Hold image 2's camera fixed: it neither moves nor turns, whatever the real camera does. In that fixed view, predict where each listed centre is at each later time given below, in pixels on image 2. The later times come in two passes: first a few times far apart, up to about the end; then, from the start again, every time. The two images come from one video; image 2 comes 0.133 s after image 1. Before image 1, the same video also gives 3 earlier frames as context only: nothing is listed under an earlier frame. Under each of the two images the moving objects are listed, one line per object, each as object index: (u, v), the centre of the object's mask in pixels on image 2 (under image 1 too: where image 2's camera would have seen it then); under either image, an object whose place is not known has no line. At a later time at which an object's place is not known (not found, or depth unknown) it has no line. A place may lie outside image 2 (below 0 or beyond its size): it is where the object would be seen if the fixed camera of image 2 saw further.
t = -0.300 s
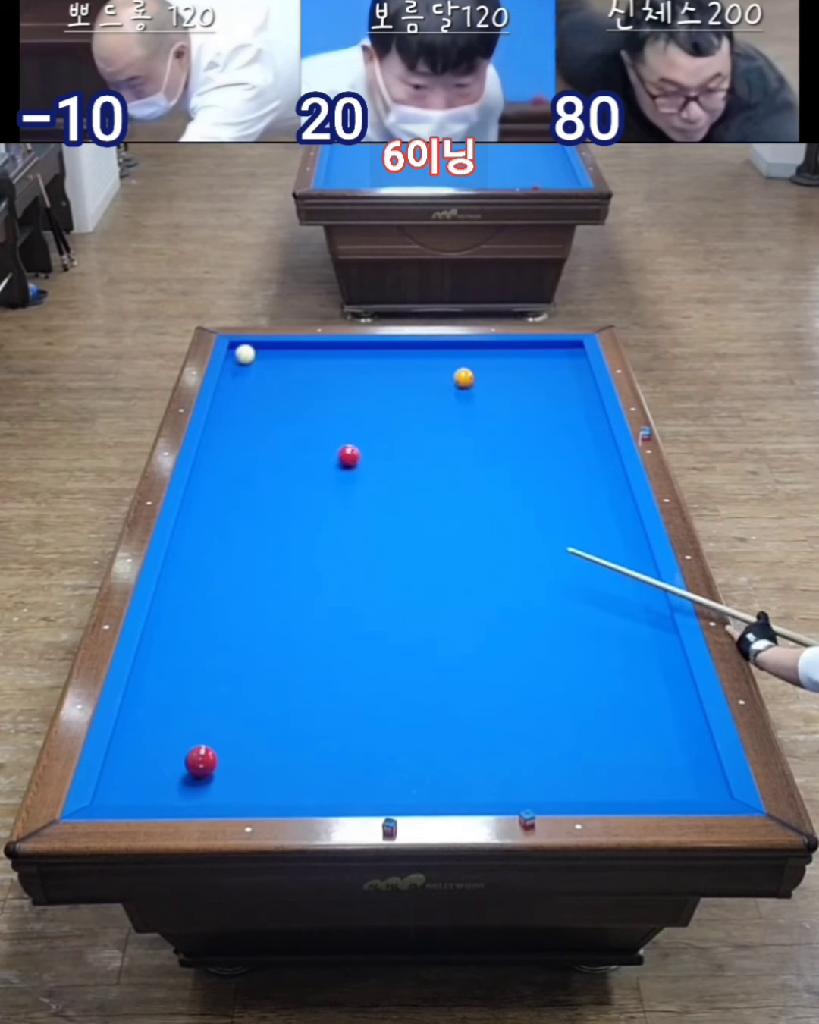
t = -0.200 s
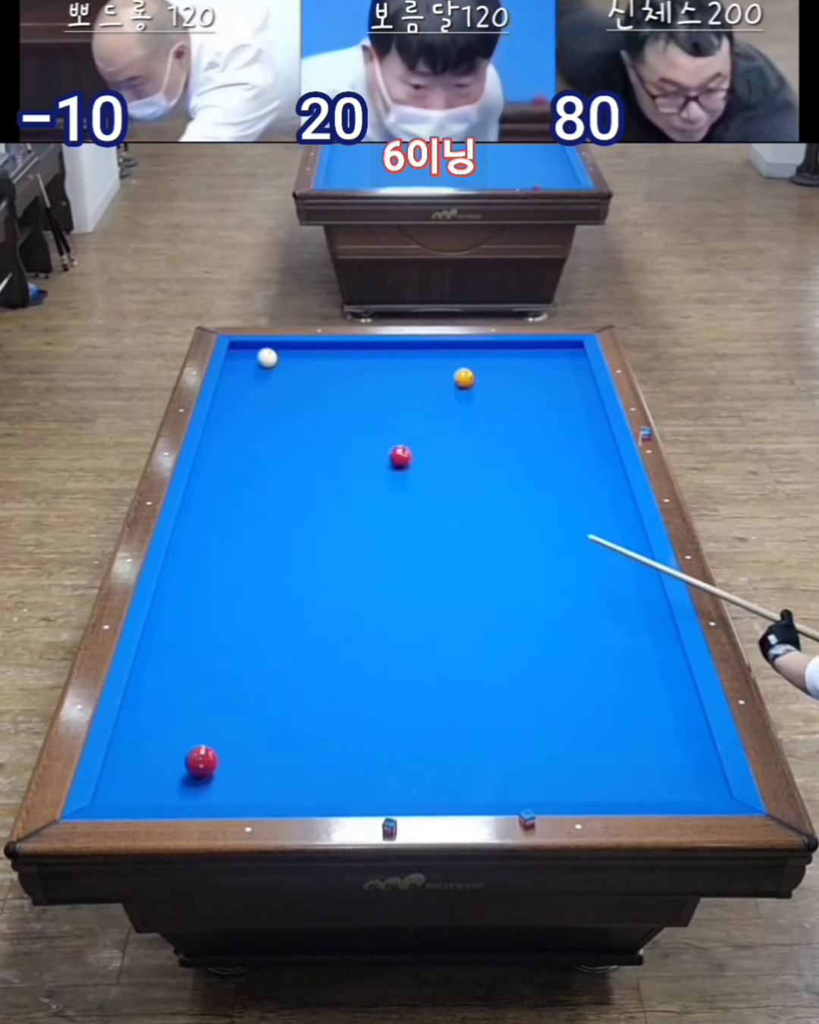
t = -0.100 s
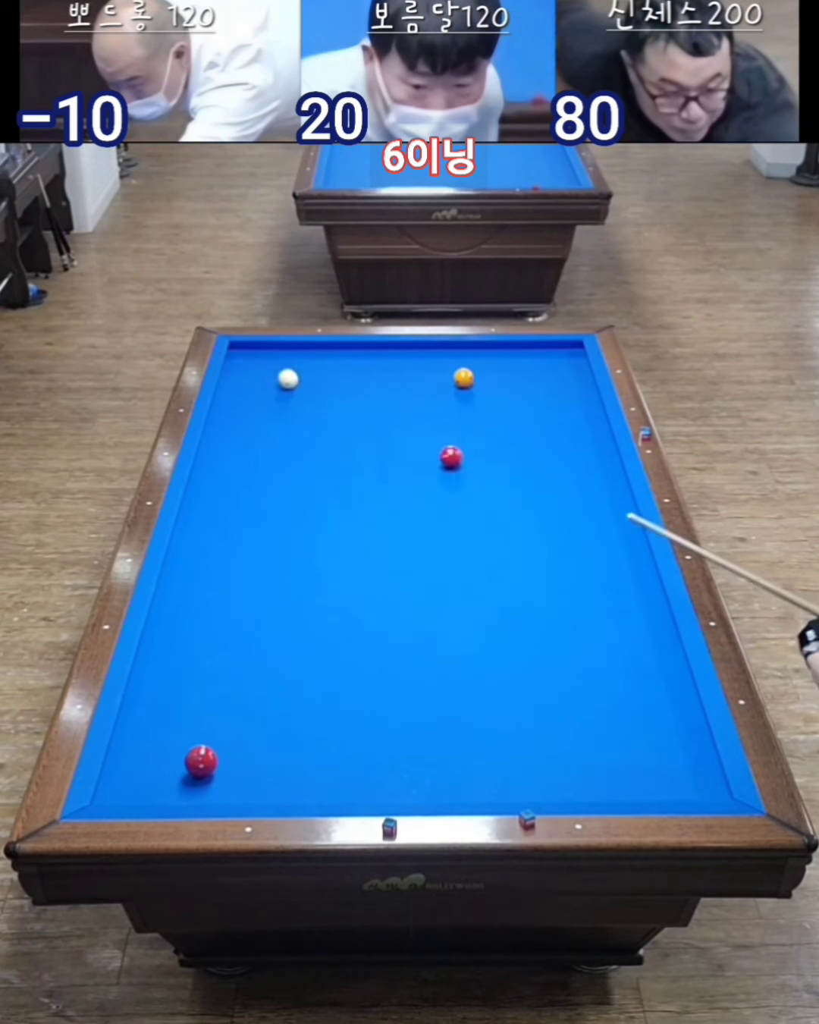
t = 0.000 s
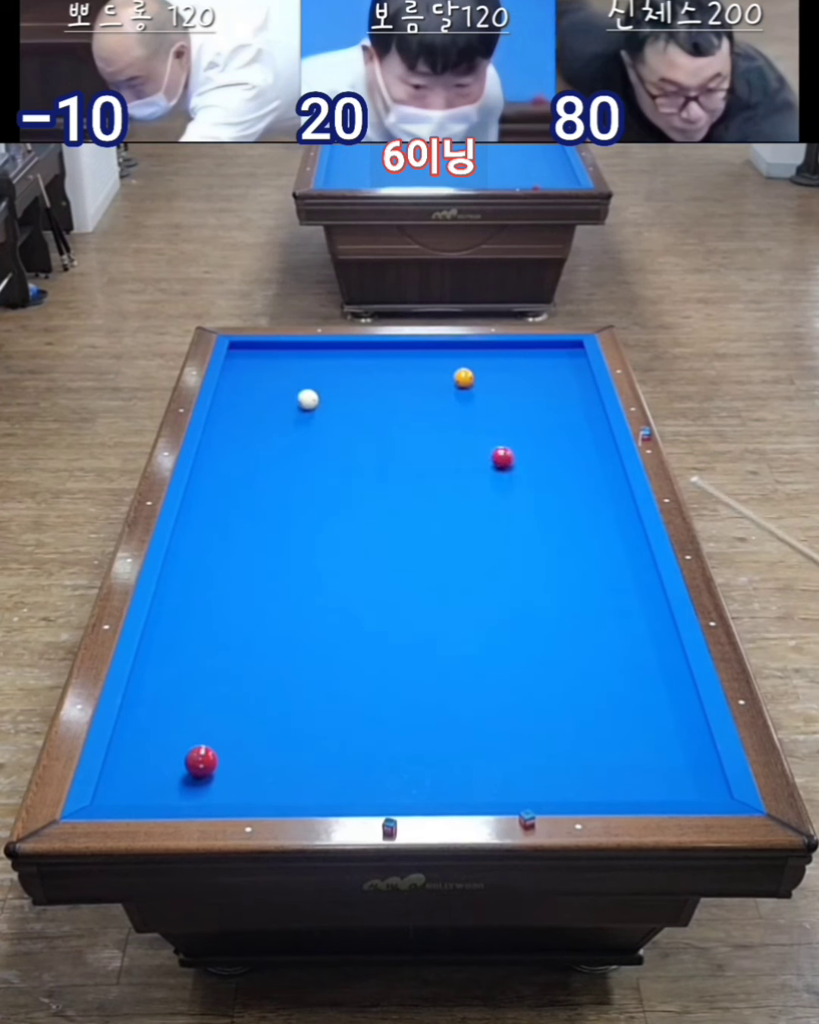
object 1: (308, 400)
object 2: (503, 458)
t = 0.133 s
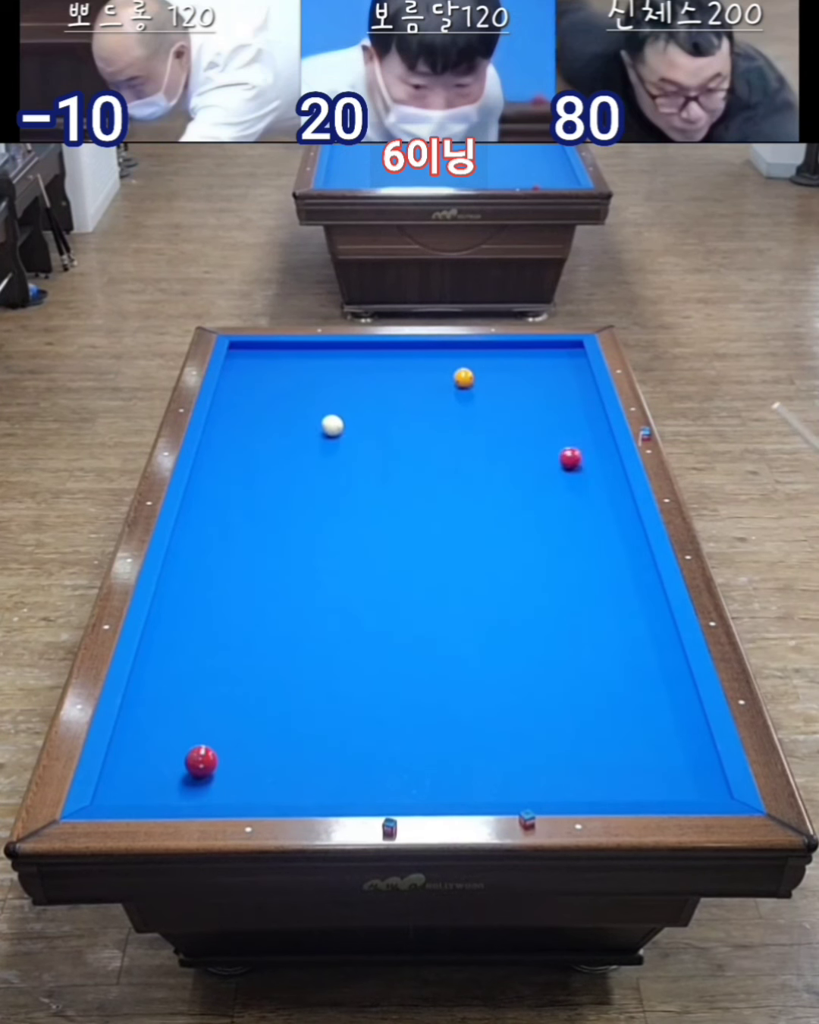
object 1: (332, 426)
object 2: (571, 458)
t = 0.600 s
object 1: (413, 518)
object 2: (498, 459)
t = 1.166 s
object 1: (543, 668)
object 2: (354, 460)
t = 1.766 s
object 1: (660, 738)
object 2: (208, 459)
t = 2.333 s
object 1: (663, 653)
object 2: (280, 458)
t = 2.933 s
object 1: (620, 588)
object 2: (352, 457)
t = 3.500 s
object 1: (587, 537)
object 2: (414, 456)
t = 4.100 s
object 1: (557, 492)
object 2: (475, 455)
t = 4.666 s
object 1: (542, 461)
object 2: (520, 450)
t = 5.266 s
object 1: (572, 453)
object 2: (526, 429)
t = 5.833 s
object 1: (595, 447)
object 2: (531, 411)
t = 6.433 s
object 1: (600, 442)
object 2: (535, 396)
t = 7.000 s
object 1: (590, 441)
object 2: (537, 383)
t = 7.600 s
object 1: (585, 440)
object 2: (541, 372)
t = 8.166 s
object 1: (585, 440)
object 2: (543, 363)
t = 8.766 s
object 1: (585, 440)
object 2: (545, 356)
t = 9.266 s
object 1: (585, 440)
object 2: (545, 352)
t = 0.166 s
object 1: (338, 432)
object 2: (588, 459)
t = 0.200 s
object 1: (343, 438)
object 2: (605, 459)
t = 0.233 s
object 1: (348, 444)
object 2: (606, 459)
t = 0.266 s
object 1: (354, 451)
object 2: (593, 459)
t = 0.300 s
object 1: (359, 457)
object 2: (581, 459)
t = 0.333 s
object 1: (365, 463)
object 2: (570, 459)
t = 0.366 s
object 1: (370, 470)
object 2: (559, 459)
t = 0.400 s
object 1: (376, 476)
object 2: (550, 459)
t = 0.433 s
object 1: (382, 483)
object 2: (541, 459)
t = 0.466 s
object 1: (387, 490)
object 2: (532, 459)
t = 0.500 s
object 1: (394, 497)
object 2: (524, 459)
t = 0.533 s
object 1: (400, 504)
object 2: (515, 460)
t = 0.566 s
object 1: (406, 511)
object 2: (507, 459)
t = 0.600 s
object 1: (413, 518)
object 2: (498, 459)
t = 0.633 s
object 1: (419, 526)
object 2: (489, 460)
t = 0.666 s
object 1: (426, 533)
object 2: (480, 460)
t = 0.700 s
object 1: (433, 541)
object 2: (472, 460)
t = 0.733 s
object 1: (439, 549)
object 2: (463, 460)
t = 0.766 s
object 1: (446, 557)
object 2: (455, 459)
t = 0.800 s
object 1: (454, 565)
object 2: (446, 460)
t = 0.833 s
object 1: (461, 574)
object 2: (438, 460)
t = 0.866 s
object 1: (468, 582)
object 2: (429, 460)
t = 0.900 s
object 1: (476, 591)
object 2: (421, 460)
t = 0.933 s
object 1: (484, 600)
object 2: (413, 460)
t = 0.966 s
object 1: (491, 609)
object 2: (404, 460)
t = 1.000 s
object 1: (500, 618)
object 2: (396, 460)
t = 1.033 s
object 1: (508, 628)
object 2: (387, 460)
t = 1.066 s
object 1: (516, 637)
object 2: (379, 460)
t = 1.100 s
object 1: (525, 647)
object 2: (371, 460)
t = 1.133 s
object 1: (534, 658)
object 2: (363, 460)
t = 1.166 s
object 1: (543, 668)
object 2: (354, 460)
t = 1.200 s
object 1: (552, 678)
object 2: (346, 460)
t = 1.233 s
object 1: (561, 689)
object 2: (338, 460)
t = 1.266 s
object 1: (571, 700)
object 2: (329, 460)
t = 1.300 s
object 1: (581, 711)
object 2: (321, 459)
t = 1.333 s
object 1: (590, 723)
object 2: (313, 459)
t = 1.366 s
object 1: (601, 734)
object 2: (305, 460)
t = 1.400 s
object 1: (611, 746)
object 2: (297, 460)
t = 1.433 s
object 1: (622, 759)
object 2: (289, 459)
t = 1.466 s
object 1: (633, 771)
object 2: (280, 459)
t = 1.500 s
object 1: (644, 784)
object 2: (272, 459)
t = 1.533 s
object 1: (653, 788)
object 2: (264, 459)
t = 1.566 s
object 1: (653, 782)
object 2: (256, 459)
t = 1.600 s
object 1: (654, 772)
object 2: (248, 459)
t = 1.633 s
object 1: (655, 764)
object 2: (240, 459)
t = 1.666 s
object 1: (656, 757)
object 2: (232, 459)
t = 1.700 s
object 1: (657, 750)
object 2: (224, 459)
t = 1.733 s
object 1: (659, 743)
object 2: (216, 459)
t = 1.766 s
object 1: (660, 738)
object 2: (208, 459)
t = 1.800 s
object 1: (662, 732)
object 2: (210, 459)
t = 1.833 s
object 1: (664, 726)
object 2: (216, 459)
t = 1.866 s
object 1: (665, 721)
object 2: (221, 458)
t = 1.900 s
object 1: (666, 715)
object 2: (225, 459)
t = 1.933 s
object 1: (668, 710)
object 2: (230, 459)
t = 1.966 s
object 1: (670, 704)
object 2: (234, 459)
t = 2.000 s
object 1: (671, 699)
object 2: (238, 459)
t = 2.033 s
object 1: (672, 694)
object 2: (242, 459)
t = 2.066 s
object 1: (674, 689)
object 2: (247, 459)
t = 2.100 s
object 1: (675, 684)
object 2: (251, 459)
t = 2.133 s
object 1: (676, 678)
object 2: (255, 458)
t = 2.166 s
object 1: (677, 674)
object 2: (259, 458)
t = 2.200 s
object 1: (674, 670)
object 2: (264, 458)
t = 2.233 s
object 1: (671, 666)
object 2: (268, 458)
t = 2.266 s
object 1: (669, 661)
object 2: (272, 458)
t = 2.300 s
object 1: (666, 657)
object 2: (276, 458)
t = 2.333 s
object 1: (663, 653)
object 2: (280, 458)
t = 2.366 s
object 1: (661, 649)
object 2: (284, 458)
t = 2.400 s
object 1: (658, 646)
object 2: (288, 458)
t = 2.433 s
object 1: (655, 641)
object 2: (293, 458)
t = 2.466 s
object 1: (653, 637)
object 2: (297, 458)
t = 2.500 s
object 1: (651, 634)
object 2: (301, 458)
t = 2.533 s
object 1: (648, 630)
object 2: (305, 458)
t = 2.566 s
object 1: (645, 626)
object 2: (309, 458)
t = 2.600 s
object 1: (643, 623)
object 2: (313, 458)
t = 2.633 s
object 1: (641, 619)
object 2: (317, 458)
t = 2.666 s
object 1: (638, 615)
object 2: (321, 457)
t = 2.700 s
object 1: (636, 611)
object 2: (325, 457)
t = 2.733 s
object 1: (634, 608)
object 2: (329, 457)
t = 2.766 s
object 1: (631, 605)
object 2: (333, 457)
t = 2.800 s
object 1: (629, 601)
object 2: (336, 457)
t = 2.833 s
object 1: (627, 598)
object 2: (340, 457)
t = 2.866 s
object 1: (625, 594)
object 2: (344, 457)
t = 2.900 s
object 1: (623, 591)
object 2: (348, 457)
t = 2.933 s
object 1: (620, 588)
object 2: (352, 457)
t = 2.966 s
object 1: (619, 585)
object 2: (356, 457)
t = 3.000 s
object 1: (616, 581)
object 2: (359, 457)
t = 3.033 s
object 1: (614, 578)
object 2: (363, 457)
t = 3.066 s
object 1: (612, 575)
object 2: (367, 457)
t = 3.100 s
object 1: (610, 572)
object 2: (371, 457)
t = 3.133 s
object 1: (608, 569)
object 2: (374, 457)
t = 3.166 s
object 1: (606, 566)
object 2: (378, 457)
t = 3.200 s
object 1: (604, 563)
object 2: (382, 457)
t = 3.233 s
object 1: (602, 560)
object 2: (386, 457)
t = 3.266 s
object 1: (600, 557)
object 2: (389, 457)
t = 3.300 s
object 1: (598, 554)
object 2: (393, 457)
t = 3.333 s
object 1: (597, 551)
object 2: (396, 456)
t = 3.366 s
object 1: (594, 548)
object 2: (400, 456)
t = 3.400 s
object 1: (593, 545)
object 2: (404, 456)
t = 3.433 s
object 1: (591, 542)
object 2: (407, 456)
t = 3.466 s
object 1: (589, 540)
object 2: (411, 456)
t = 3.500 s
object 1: (587, 537)
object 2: (414, 456)
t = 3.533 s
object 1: (585, 534)
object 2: (418, 456)
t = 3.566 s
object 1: (584, 532)
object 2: (421, 456)
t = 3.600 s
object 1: (582, 529)
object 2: (425, 456)
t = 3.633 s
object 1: (580, 526)
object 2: (428, 456)
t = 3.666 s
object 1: (578, 524)
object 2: (432, 456)
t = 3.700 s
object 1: (576, 521)
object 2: (435, 456)
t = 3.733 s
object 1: (575, 519)
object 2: (439, 456)
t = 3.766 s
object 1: (573, 516)
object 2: (442, 456)
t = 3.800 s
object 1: (571, 514)
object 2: (446, 456)
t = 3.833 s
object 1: (570, 511)
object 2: (449, 456)
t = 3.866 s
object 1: (568, 509)
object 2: (453, 456)
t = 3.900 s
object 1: (567, 506)
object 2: (456, 456)
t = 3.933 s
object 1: (565, 504)
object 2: (459, 456)
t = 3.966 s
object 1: (564, 501)
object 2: (462, 455)
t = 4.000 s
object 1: (562, 499)
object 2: (465, 456)
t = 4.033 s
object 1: (561, 497)
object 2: (469, 455)
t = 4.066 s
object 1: (559, 494)
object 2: (472, 455)
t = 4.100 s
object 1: (557, 492)
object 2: (475, 455)
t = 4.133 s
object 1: (556, 490)
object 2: (478, 455)
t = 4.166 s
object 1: (554, 488)
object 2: (482, 455)
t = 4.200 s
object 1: (553, 486)
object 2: (485, 455)
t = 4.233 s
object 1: (551, 483)
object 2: (488, 455)
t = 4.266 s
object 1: (550, 481)
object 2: (491, 455)
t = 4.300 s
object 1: (548, 479)
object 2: (494, 455)
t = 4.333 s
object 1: (547, 477)
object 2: (497, 455)
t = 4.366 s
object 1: (546, 475)
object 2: (501, 455)
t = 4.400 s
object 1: (545, 473)
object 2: (504, 455)
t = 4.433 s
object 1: (543, 471)
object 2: (507, 455)
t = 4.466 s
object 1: (542, 469)
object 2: (510, 455)
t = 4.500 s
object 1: (541, 467)
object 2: (513, 454)
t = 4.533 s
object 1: (539, 465)
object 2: (516, 454)
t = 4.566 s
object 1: (538, 463)
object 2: (518, 454)
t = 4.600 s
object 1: (538, 461)
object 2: (519, 453)
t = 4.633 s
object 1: (540, 461)
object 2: (520, 452)
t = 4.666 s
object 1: (542, 461)
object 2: (520, 450)
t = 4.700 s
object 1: (544, 460)
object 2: (520, 449)
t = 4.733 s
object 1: (546, 460)
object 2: (521, 448)
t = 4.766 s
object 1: (547, 459)
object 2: (521, 446)
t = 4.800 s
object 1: (549, 459)
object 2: (521, 445)
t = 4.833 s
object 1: (551, 458)
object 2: (522, 444)
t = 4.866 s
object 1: (552, 458)
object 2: (522, 443)
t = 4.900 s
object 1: (554, 457)
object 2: (522, 441)
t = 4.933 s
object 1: (556, 457)
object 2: (523, 440)
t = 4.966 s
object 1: (557, 456)
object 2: (523, 439)
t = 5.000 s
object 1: (559, 456)
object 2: (523, 438)
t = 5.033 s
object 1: (561, 456)
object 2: (523, 437)
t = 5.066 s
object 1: (562, 455)
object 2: (524, 435)
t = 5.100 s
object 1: (564, 455)
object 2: (524, 434)
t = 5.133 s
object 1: (565, 454)
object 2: (524, 433)
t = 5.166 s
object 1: (567, 454)
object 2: (525, 432)
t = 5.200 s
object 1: (569, 453)
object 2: (525, 431)
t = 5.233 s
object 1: (570, 453)
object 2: (525, 430)
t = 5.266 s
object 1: (572, 453)
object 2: (526, 429)
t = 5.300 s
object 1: (573, 452)
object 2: (526, 427)
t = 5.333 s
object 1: (574, 452)
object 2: (526, 426)
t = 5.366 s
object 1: (576, 452)
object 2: (526, 425)
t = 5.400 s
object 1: (577, 451)
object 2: (527, 424)
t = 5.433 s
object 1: (579, 451)
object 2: (527, 423)
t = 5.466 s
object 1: (580, 450)
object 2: (527, 422)
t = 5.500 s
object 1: (582, 450)
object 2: (528, 421)
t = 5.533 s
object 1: (583, 450)
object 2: (528, 420)
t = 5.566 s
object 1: (584, 449)
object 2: (528, 419)
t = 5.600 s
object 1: (586, 449)
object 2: (528, 418)
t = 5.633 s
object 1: (587, 449)
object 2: (529, 417)
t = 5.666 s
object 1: (589, 448)
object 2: (529, 416)
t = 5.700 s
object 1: (590, 448)
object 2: (529, 415)
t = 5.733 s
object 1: (592, 448)
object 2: (530, 414)
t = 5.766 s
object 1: (593, 447)
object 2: (530, 413)
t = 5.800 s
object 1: (594, 447)
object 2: (530, 412)
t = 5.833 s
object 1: (595, 447)
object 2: (531, 411)
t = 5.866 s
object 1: (596, 446)
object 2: (530, 410)
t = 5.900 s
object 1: (597, 446)
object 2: (531, 409)
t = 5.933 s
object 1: (599, 446)
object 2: (531, 408)
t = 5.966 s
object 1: (600, 445)
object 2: (531, 407)
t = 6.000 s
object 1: (601, 445)
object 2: (531, 406)
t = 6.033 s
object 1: (602, 445)
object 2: (532, 405)
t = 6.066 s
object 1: (603, 444)
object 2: (532, 404)
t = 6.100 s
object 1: (605, 444)
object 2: (532, 404)
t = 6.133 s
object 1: (606, 444)
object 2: (533, 403)
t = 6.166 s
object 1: (605, 443)
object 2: (533, 402)
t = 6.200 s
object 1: (604, 443)
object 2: (533, 401)
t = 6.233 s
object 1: (603, 443)
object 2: (533, 400)
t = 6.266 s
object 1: (603, 443)
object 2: (533, 399)
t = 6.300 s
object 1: (602, 443)
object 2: (534, 398)
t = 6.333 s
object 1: (601, 443)
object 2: (534, 398)
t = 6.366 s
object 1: (601, 442)
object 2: (534, 397)
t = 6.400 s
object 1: (600, 442)
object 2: (534, 396)
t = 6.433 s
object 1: (600, 442)
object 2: (535, 396)
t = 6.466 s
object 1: (599, 442)
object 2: (535, 395)
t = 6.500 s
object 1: (598, 442)
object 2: (535, 394)
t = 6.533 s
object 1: (598, 442)
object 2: (535, 393)
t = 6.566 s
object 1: (597, 442)
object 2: (536, 392)
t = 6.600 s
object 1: (597, 442)
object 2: (536, 391)
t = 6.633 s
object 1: (596, 442)
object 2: (536, 391)
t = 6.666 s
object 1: (596, 441)
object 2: (536, 390)
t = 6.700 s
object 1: (595, 441)
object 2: (536, 389)
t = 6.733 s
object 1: (594, 441)
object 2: (536, 388)
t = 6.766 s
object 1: (594, 441)
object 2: (536, 388)
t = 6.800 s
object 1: (593, 441)
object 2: (536, 387)
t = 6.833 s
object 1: (593, 441)
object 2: (536, 386)
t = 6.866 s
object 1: (592, 441)
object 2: (537, 385)
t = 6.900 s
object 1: (592, 441)
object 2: (537, 385)
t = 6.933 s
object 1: (591, 441)
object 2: (537, 384)
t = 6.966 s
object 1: (591, 441)
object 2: (537, 383)
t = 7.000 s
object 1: (590, 441)
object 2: (537, 383)
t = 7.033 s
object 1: (590, 441)
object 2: (538, 382)
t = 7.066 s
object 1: (590, 441)
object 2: (538, 381)
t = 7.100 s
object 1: (589, 440)
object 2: (538, 381)
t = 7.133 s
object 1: (589, 440)
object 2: (538, 380)
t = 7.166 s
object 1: (589, 440)
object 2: (539, 379)
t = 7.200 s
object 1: (588, 440)
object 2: (539, 379)
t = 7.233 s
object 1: (588, 440)
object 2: (539, 378)
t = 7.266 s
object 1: (588, 440)
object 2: (539, 378)
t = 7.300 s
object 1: (588, 440)
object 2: (539, 377)
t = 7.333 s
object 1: (587, 440)
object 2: (539, 376)
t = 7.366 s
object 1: (587, 440)
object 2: (540, 376)
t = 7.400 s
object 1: (587, 440)
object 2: (540, 375)
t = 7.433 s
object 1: (586, 440)
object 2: (540, 375)
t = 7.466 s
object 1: (586, 440)
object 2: (540, 374)
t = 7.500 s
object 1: (586, 440)
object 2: (540, 373)
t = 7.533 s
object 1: (586, 440)
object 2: (541, 373)
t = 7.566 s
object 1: (586, 440)
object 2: (541, 373)
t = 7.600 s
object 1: (585, 440)
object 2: (541, 372)
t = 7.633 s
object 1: (585, 440)
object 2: (541, 372)
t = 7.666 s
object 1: (585, 440)
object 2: (541, 371)
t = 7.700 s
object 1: (585, 440)
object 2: (541, 370)
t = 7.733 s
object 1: (585, 440)
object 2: (541, 370)
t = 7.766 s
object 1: (585, 440)
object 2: (542, 369)
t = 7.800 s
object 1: (585, 440)
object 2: (542, 369)
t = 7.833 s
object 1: (585, 440)
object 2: (542, 368)
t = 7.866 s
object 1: (585, 440)
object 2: (542, 368)
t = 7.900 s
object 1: (585, 440)
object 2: (542, 367)
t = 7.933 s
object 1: (585, 440)
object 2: (542, 367)
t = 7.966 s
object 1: (585, 440)
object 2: (543, 366)
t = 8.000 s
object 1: (585, 440)
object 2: (543, 366)
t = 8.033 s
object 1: (585, 440)
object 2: (543, 365)
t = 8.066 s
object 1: (585, 440)
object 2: (543, 365)
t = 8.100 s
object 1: (585, 440)
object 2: (543, 364)
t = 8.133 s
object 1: (585, 440)
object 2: (543, 364)
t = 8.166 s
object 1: (585, 440)
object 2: (543, 363)
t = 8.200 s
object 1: (585, 440)
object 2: (543, 363)
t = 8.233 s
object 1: (585, 440)
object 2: (543, 362)
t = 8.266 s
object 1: (585, 440)
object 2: (543, 362)
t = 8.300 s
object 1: (585, 440)
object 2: (543, 362)
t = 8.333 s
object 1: (585, 440)
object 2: (543, 361)
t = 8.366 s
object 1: (585, 440)
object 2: (543, 361)
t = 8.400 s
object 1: (585, 440)
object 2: (544, 360)
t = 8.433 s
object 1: (585, 440)
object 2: (544, 360)
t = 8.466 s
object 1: (585, 440)
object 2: (544, 360)
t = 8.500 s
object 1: (585, 440)
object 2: (544, 360)
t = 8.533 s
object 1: (585, 440)
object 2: (544, 359)
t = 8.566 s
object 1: (585, 440)
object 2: (544, 359)
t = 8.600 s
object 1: (584, 440)
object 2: (544, 358)
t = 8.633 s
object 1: (584, 440)
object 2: (544, 358)
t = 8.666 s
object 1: (584, 440)
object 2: (544, 357)
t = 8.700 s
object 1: (585, 440)
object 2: (544, 357)
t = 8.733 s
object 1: (585, 440)
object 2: (544, 357)
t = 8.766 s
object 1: (585, 440)
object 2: (545, 356)
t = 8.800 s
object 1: (585, 440)
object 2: (544, 356)
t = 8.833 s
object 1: (585, 440)
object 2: (544, 356)
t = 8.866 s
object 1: (585, 440)
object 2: (544, 355)
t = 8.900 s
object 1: (585, 440)
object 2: (545, 355)
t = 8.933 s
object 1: (585, 440)
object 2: (544, 355)
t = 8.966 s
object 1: (585, 440)
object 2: (545, 354)
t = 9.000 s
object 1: (585, 440)
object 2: (544, 354)
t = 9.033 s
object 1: (585, 440)
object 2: (544, 354)
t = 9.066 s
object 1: (585, 440)
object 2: (544, 353)
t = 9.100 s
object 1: (585, 440)
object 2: (545, 353)
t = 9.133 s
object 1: (585, 440)
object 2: (545, 353)
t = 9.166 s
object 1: (585, 440)
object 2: (545, 353)
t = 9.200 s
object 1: (585, 440)
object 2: (545, 352)
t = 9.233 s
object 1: (585, 440)
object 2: (545, 352)
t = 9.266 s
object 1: (585, 440)
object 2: (545, 352)
